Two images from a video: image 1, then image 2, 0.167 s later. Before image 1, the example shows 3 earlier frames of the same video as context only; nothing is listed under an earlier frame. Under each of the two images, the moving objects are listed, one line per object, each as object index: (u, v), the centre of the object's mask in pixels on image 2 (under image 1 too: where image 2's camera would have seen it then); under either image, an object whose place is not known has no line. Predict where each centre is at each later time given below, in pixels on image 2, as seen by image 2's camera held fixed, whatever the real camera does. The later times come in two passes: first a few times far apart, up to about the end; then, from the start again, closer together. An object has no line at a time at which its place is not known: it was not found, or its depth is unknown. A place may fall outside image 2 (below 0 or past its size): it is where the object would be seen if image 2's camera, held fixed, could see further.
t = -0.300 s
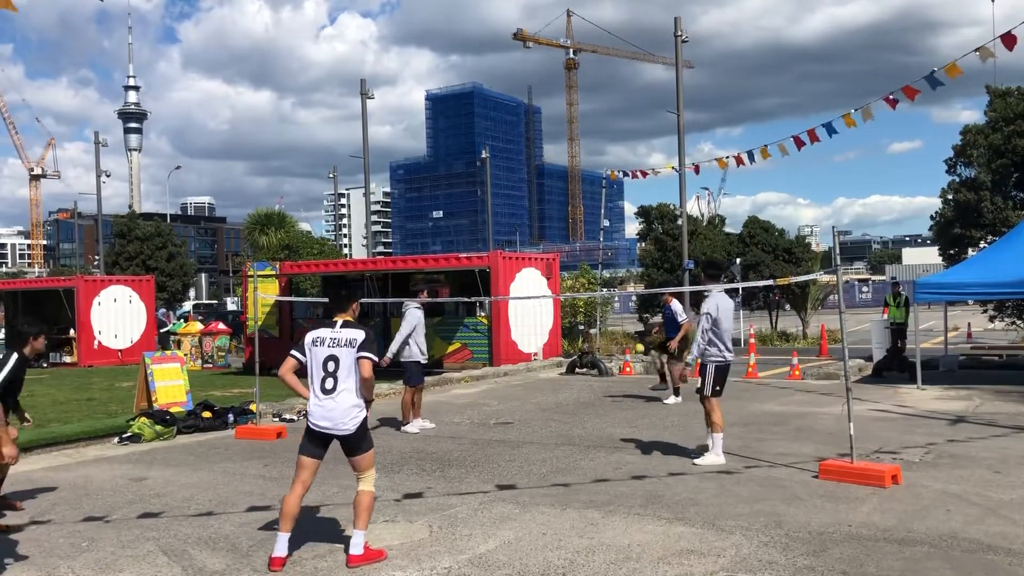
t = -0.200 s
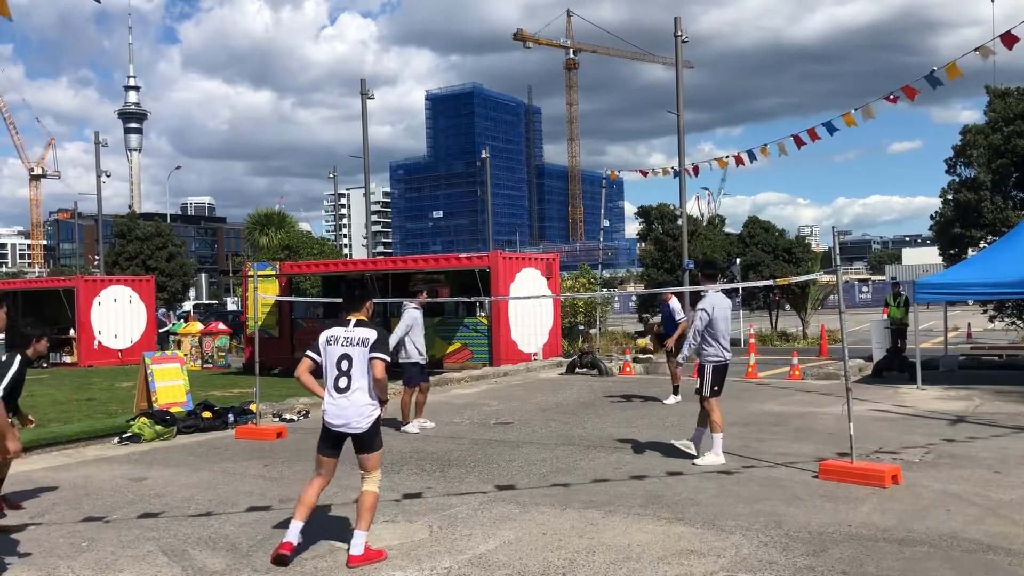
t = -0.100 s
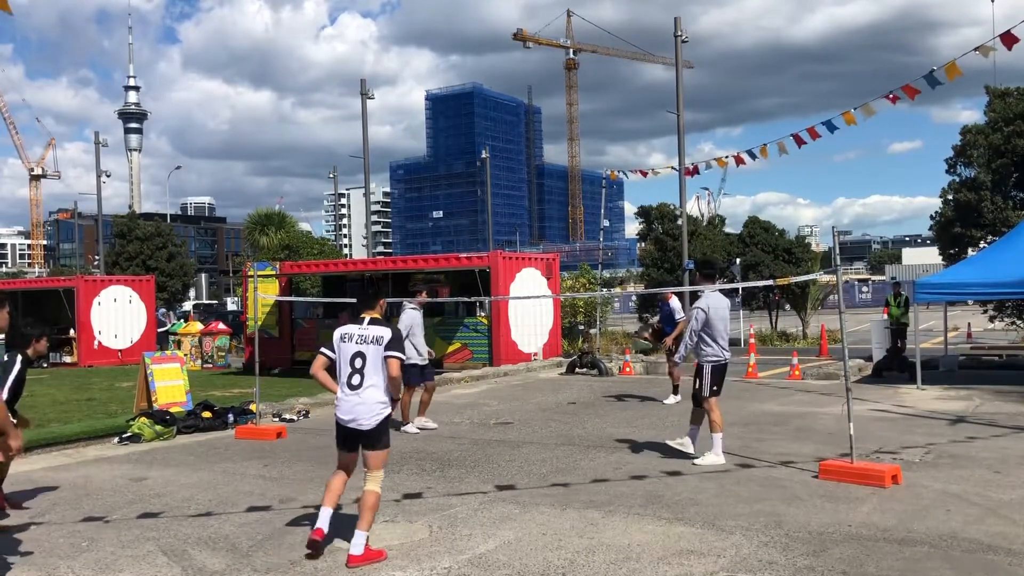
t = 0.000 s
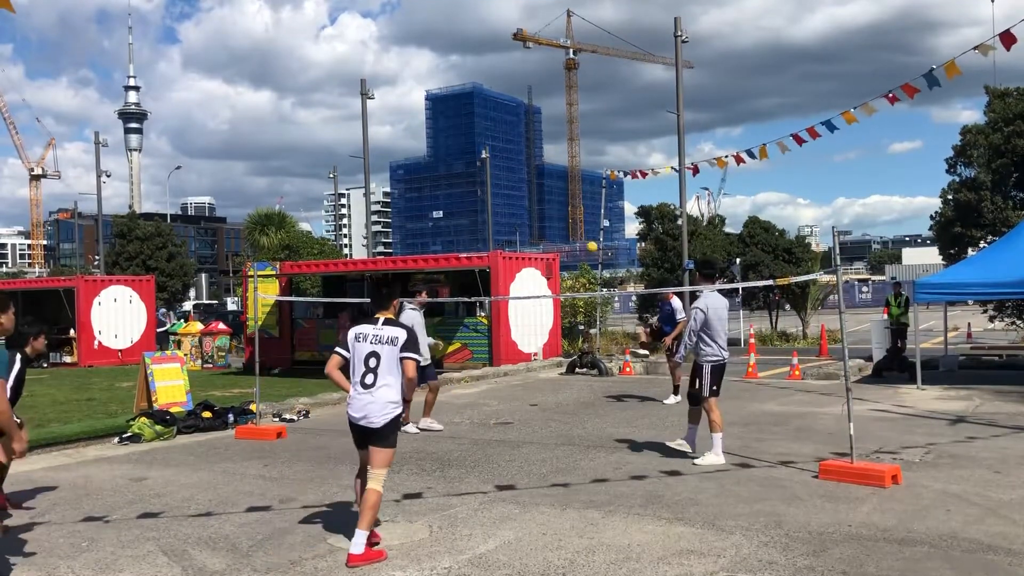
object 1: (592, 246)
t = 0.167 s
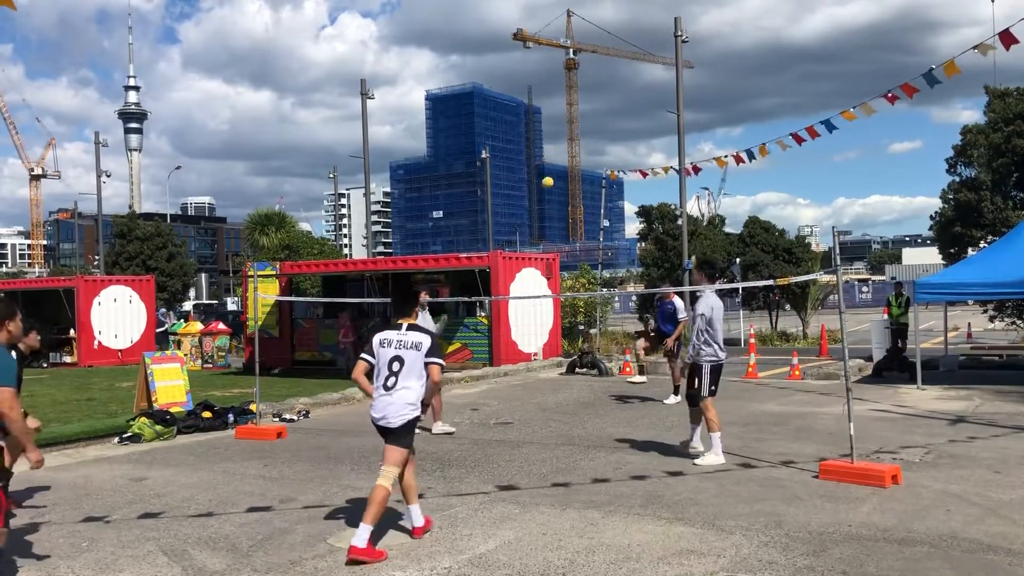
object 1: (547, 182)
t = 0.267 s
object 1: (519, 153)
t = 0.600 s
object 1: (410, 110)
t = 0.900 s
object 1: (290, 181)
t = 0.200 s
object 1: (537, 172)
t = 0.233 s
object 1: (529, 162)
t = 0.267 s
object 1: (519, 153)
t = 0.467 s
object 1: (456, 114)
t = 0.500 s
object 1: (446, 111)
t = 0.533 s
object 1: (433, 109)
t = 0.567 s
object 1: (422, 109)
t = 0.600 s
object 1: (410, 110)
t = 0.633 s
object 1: (398, 112)
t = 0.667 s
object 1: (385, 115)
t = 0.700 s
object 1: (373, 119)
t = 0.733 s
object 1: (359, 125)
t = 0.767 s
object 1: (346, 133)
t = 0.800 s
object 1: (332, 142)
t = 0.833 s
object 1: (319, 153)
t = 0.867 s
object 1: (304, 166)
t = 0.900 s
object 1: (290, 181)
